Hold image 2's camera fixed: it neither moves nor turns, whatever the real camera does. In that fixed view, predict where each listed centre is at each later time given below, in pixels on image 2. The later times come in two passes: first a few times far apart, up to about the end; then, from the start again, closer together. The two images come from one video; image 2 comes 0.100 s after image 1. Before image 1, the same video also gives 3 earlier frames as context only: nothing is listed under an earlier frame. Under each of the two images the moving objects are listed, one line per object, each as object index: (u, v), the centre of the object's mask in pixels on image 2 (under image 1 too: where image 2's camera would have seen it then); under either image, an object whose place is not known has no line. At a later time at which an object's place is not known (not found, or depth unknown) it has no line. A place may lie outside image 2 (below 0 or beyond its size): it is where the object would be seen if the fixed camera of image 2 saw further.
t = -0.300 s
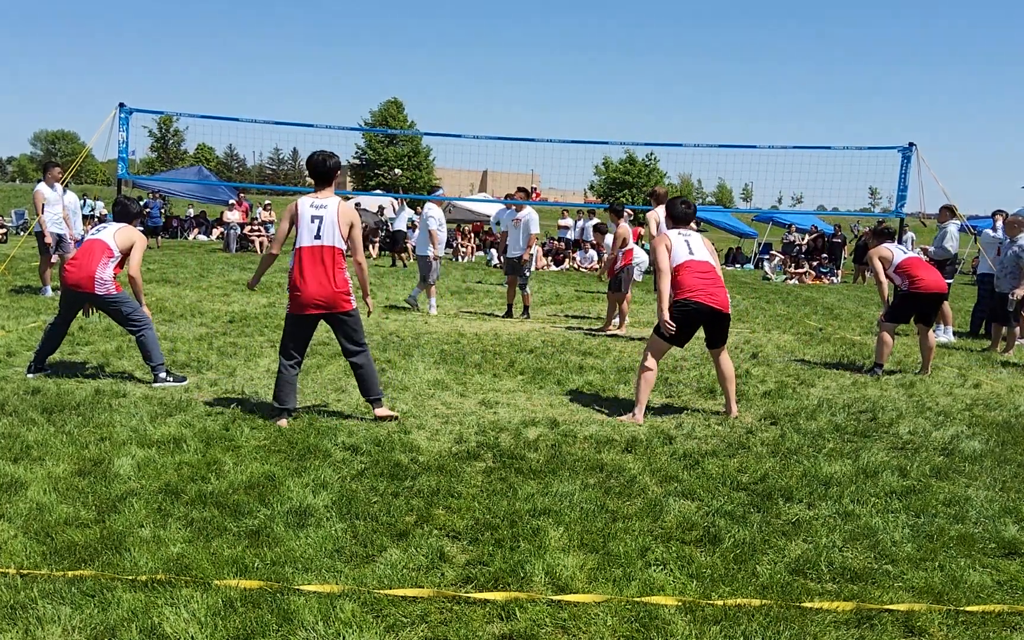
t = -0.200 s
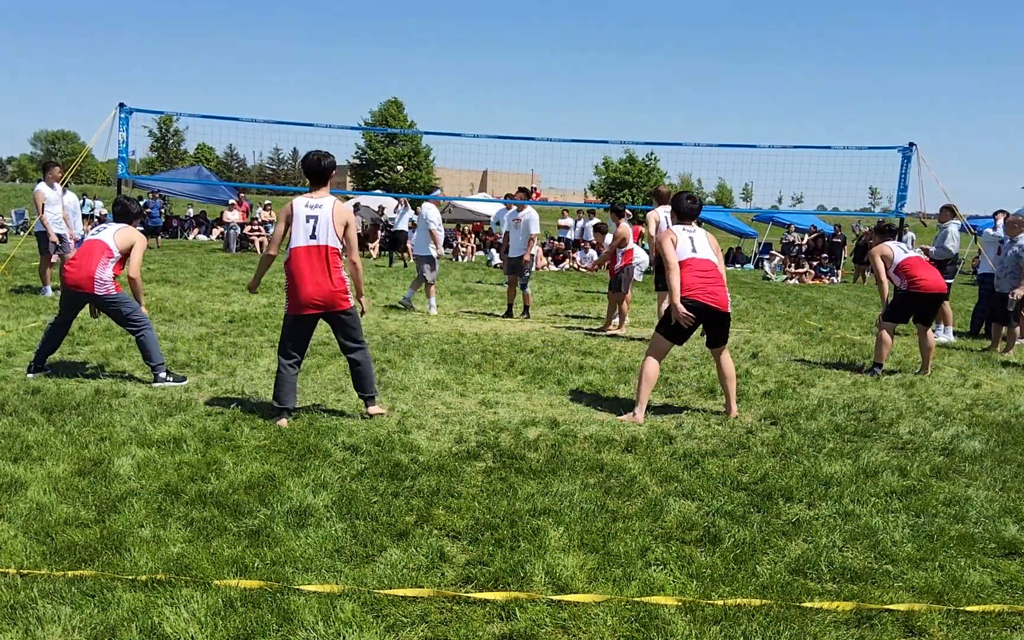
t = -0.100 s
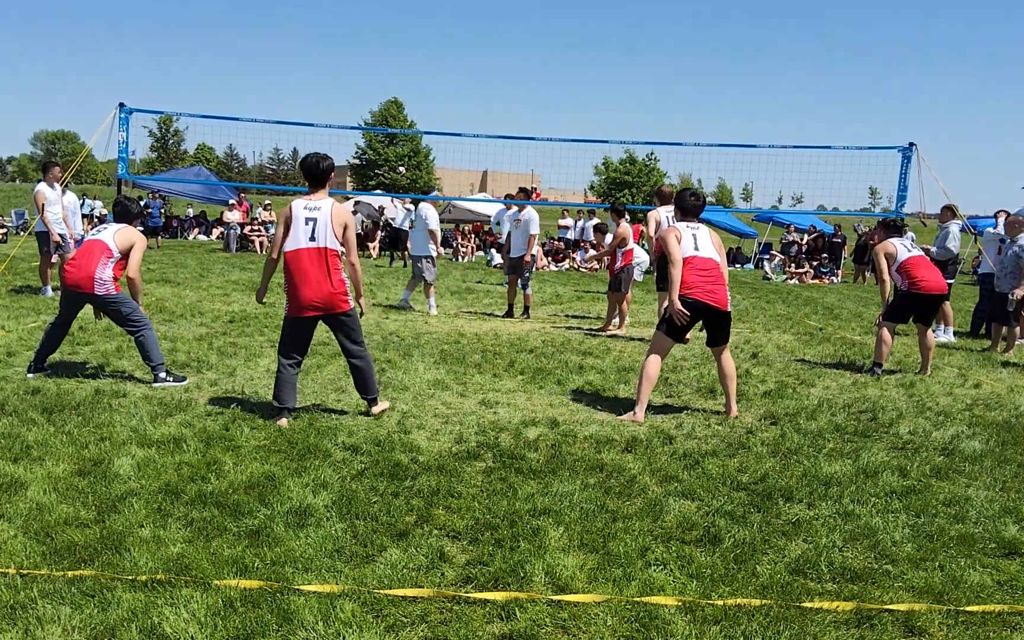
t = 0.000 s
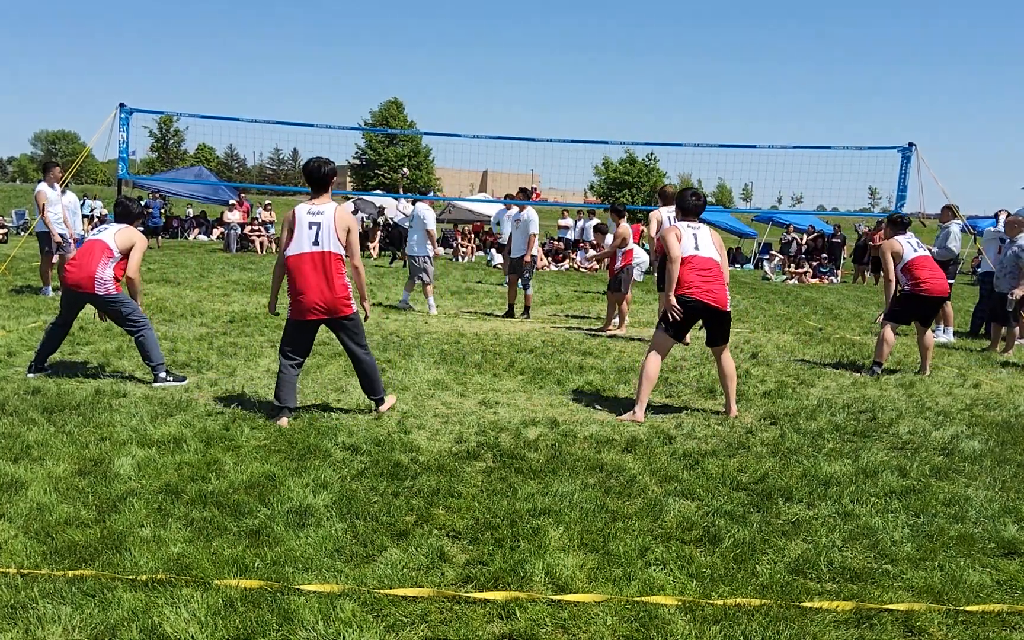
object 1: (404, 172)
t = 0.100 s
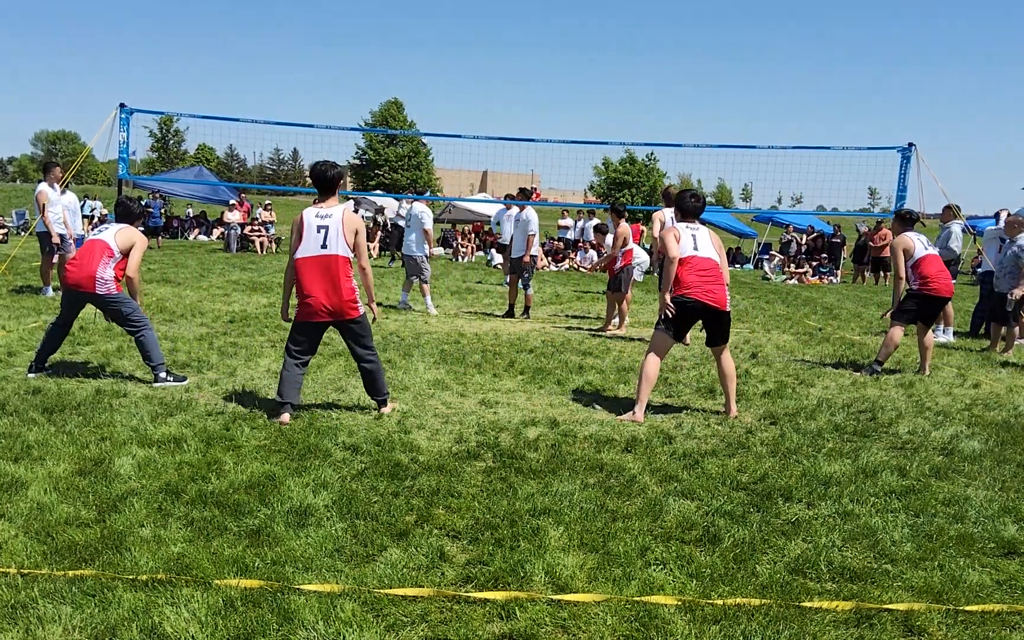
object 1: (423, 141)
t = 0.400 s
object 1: (486, 66)
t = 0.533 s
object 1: (519, 42)
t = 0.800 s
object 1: (598, 24)
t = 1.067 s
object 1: (697, 53)
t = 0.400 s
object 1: (486, 66)
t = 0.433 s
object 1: (494, 59)
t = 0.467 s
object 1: (502, 53)
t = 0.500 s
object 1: (510, 47)
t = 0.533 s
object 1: (519, 42)
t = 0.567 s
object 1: (528, 38)
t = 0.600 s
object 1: (537, 34)
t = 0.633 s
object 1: (546, 31)
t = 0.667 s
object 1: (556, 28)
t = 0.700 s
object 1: (566, 26)
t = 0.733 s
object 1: (575, 25)
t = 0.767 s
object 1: (585, 24)
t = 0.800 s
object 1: (598, 24)
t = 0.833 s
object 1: (608, 23)
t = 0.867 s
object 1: (619, 25)
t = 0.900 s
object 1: (631, 28)
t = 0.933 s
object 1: (644, 31)
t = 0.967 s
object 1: (656, 35)
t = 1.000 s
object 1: (670, 39)
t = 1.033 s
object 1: (683, 46)
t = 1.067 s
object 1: (697, 53)
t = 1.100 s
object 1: (714, 63)
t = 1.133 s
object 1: (731, 73)
